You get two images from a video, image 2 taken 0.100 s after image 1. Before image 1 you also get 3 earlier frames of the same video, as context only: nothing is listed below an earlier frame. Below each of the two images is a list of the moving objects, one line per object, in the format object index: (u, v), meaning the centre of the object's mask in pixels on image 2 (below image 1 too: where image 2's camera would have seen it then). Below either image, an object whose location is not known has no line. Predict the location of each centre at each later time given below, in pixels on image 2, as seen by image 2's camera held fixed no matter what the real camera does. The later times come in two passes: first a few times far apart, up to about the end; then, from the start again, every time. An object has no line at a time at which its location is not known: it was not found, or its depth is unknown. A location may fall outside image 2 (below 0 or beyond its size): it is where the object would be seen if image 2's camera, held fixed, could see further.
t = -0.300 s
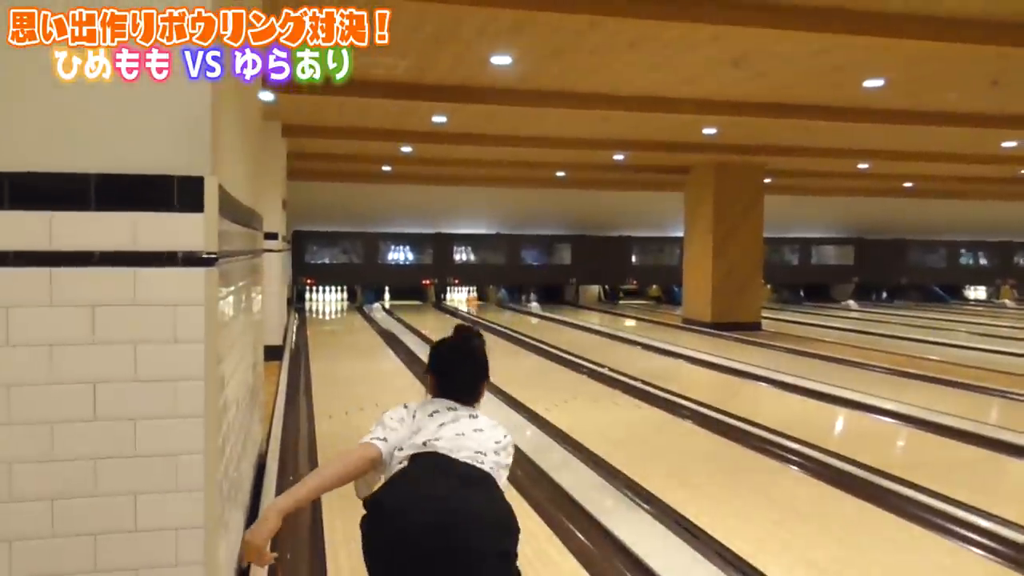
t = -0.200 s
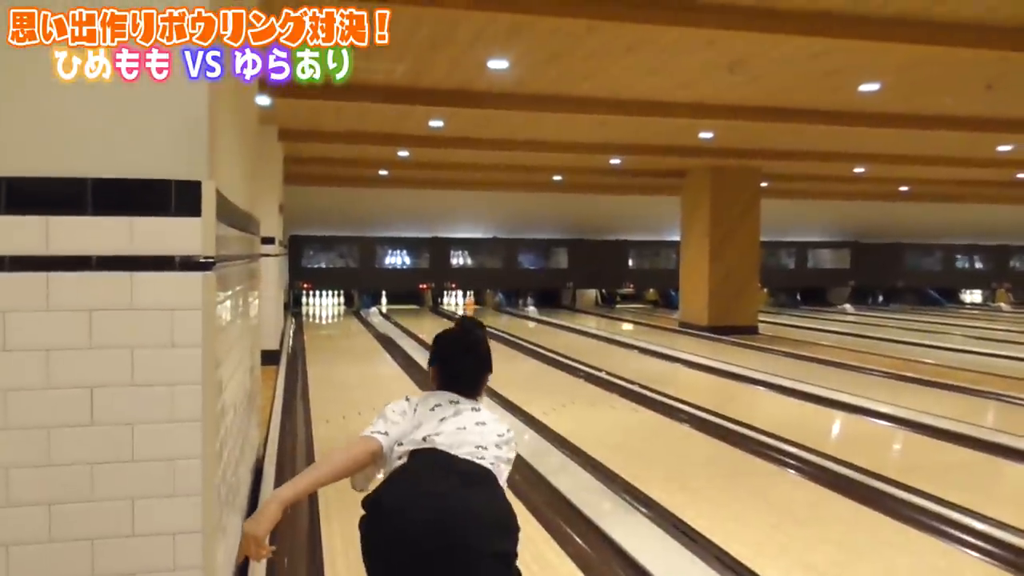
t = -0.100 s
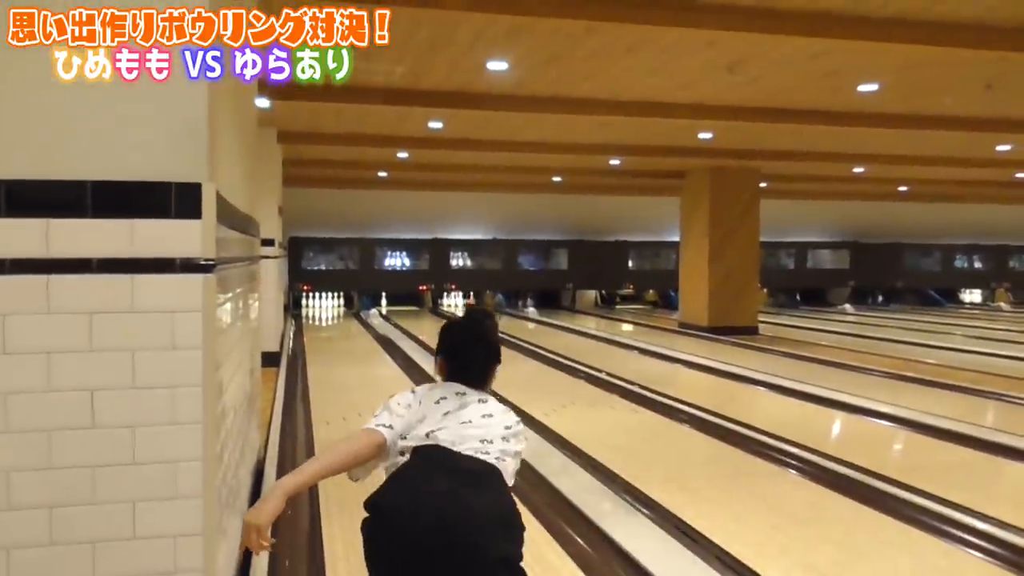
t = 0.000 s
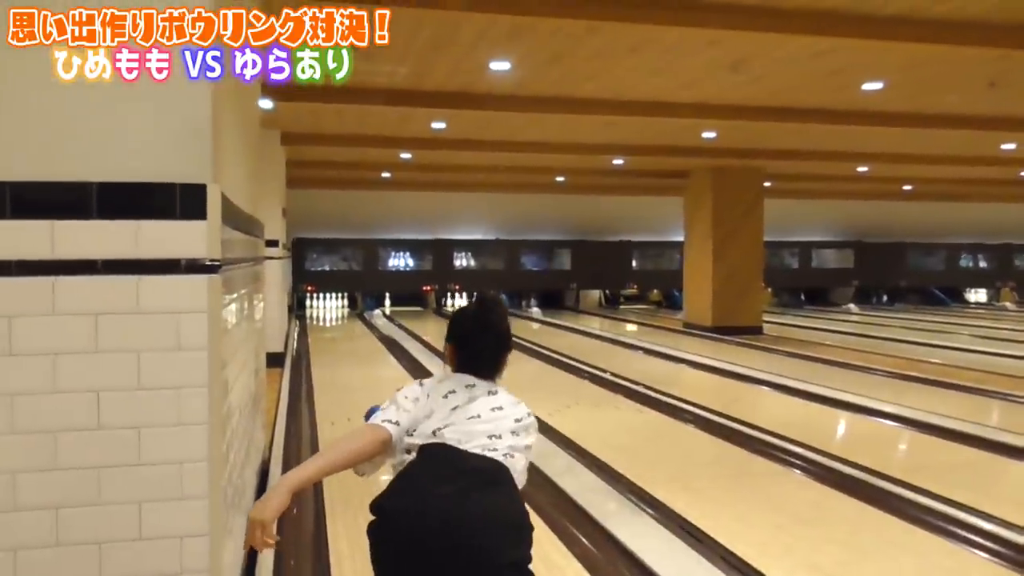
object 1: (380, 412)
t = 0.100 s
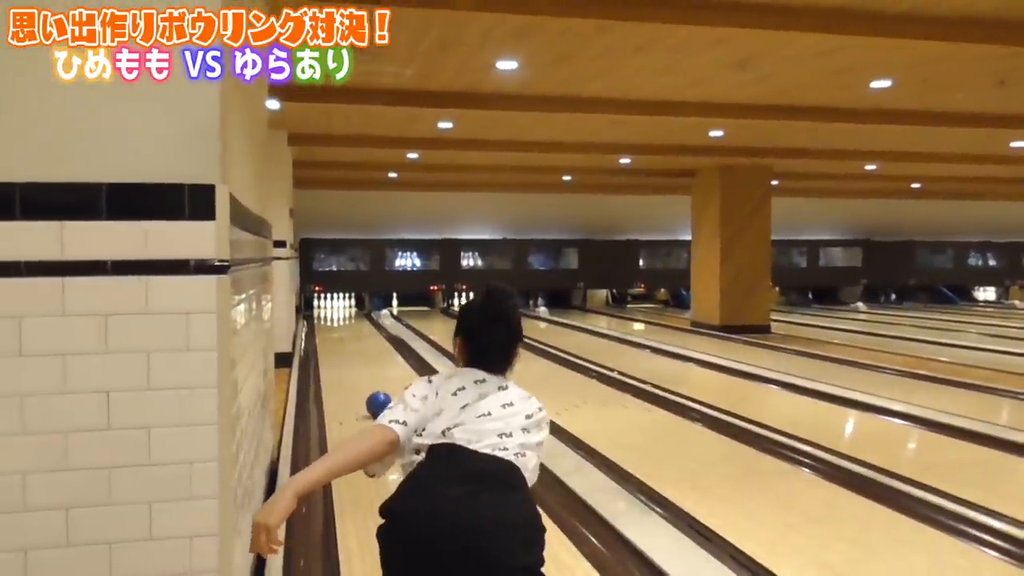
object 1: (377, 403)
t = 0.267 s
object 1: (367, 386)
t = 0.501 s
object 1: (354, 367)
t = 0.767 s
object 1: (345, 351)
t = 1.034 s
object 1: (337, 339)
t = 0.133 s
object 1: (376, 400)
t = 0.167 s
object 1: (373, 397)
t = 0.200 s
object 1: (371, 393)
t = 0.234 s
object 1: (369, 390)
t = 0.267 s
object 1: (367, 386)
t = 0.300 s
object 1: (365, 383)
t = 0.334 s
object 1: (363, 380)
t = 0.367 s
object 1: (361, 377)
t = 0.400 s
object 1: (359, 375)
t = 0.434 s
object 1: (357, 372)
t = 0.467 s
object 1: (356, 370)
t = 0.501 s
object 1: (354, 367)
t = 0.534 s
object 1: (353, 365)
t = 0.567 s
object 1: (352, 363)
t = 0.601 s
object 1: (350, 361)
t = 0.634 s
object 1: (349, 359)
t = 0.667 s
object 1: (348, 357)
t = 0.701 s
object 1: (347, 355)
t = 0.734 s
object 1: (346, 353)
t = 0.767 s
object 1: (345, 351)
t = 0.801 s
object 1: (344, 349)
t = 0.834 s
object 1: (342, 348)
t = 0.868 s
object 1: (341, 347)
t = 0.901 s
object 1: (341, 345)
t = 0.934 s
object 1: (340, 343)
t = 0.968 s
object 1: (339, 342)
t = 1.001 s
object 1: (338, 340)
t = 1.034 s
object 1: (337, 339)
